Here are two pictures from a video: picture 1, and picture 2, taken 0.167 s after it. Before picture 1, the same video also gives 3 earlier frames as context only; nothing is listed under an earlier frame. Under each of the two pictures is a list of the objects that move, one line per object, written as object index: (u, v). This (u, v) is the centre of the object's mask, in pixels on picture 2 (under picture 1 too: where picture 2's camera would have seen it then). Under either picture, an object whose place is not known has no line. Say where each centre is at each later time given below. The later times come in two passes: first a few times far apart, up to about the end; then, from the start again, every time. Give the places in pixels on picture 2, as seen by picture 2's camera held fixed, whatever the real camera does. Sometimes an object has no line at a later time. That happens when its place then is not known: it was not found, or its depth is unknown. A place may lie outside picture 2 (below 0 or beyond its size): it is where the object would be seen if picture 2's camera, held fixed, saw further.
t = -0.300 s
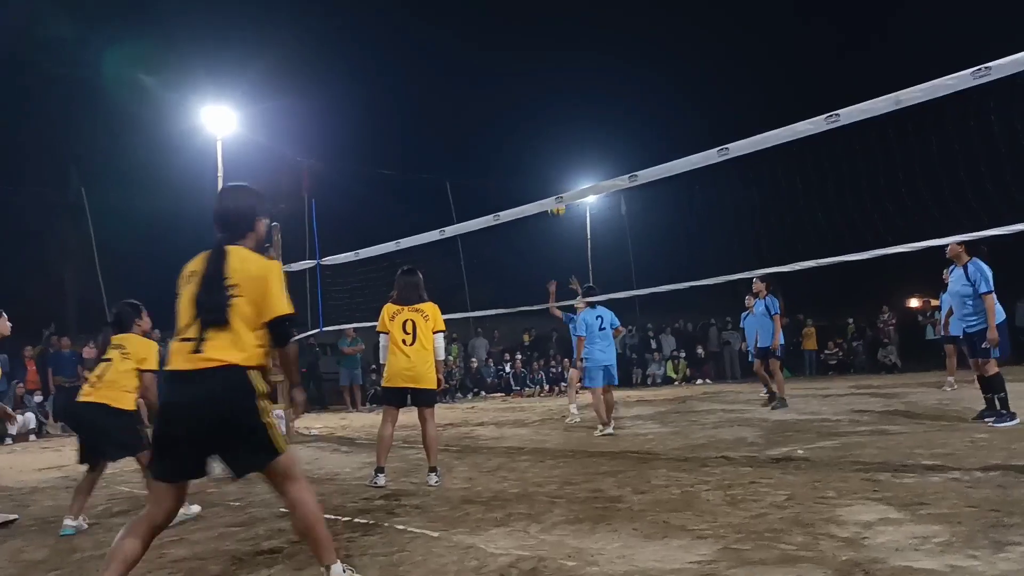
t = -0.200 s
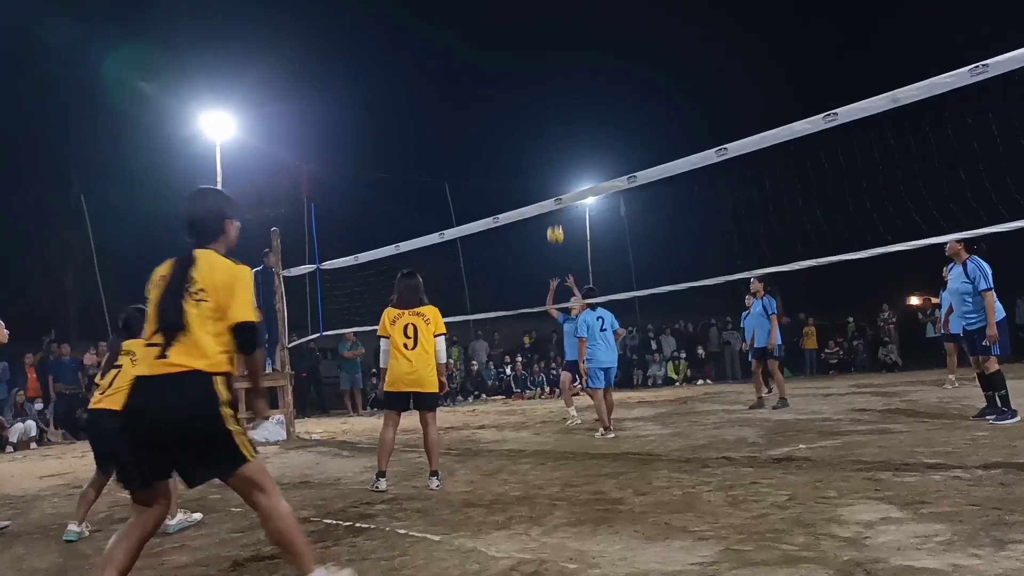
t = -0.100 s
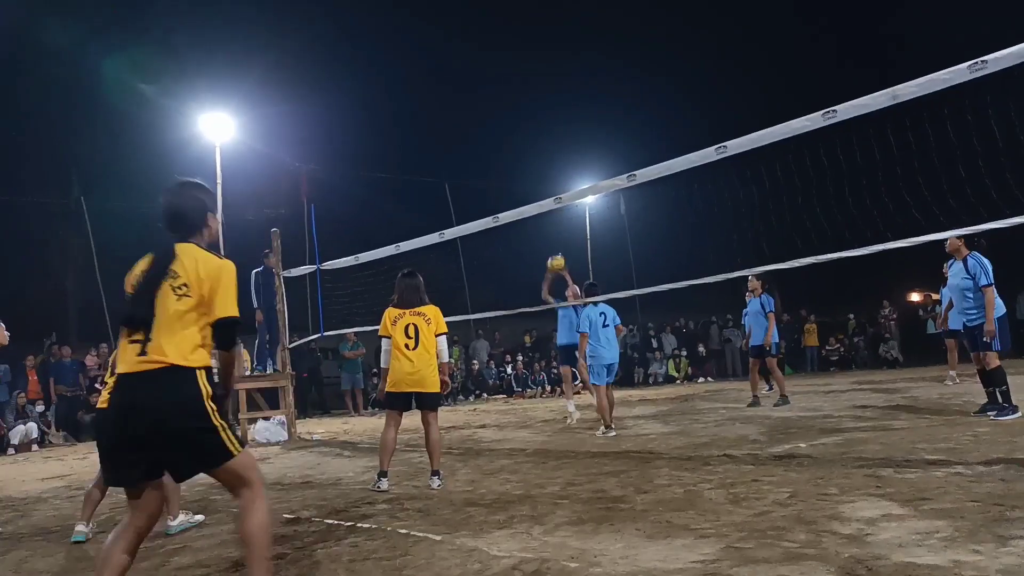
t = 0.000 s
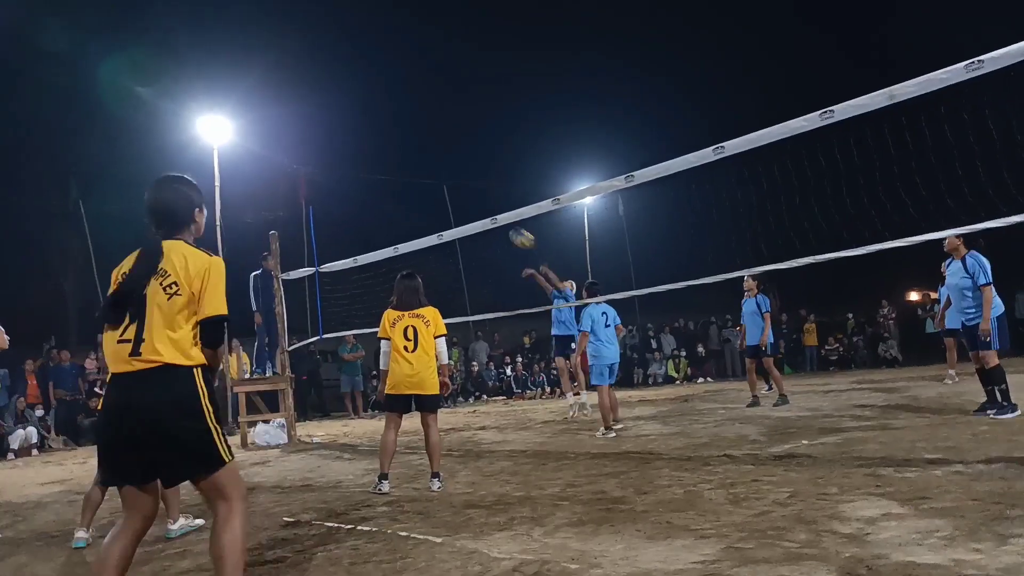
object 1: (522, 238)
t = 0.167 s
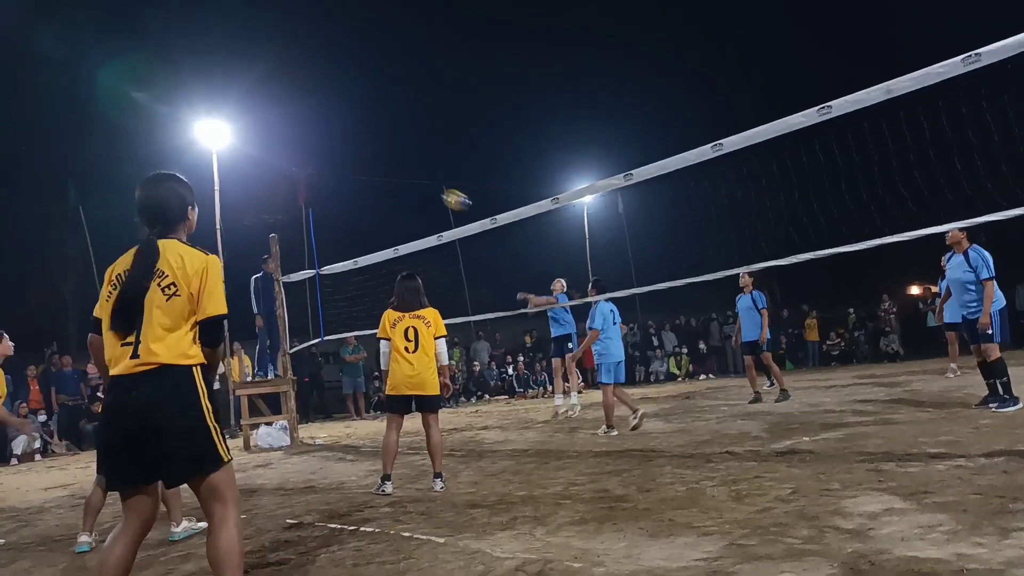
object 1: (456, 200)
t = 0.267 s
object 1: (411, 186)
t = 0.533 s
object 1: (277, 187)
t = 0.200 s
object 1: (442, 194)
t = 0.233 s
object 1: (427, 189)
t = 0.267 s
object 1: (411, 186)
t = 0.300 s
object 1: (396, 182)
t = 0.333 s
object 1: (381, 179)
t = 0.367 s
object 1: (365, 178)
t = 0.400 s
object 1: (348, 178)
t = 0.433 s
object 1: (332, 178)
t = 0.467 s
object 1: (314, 179)
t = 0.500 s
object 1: (296, 183)
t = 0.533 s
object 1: (277, 187)
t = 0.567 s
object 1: (258, 192)
